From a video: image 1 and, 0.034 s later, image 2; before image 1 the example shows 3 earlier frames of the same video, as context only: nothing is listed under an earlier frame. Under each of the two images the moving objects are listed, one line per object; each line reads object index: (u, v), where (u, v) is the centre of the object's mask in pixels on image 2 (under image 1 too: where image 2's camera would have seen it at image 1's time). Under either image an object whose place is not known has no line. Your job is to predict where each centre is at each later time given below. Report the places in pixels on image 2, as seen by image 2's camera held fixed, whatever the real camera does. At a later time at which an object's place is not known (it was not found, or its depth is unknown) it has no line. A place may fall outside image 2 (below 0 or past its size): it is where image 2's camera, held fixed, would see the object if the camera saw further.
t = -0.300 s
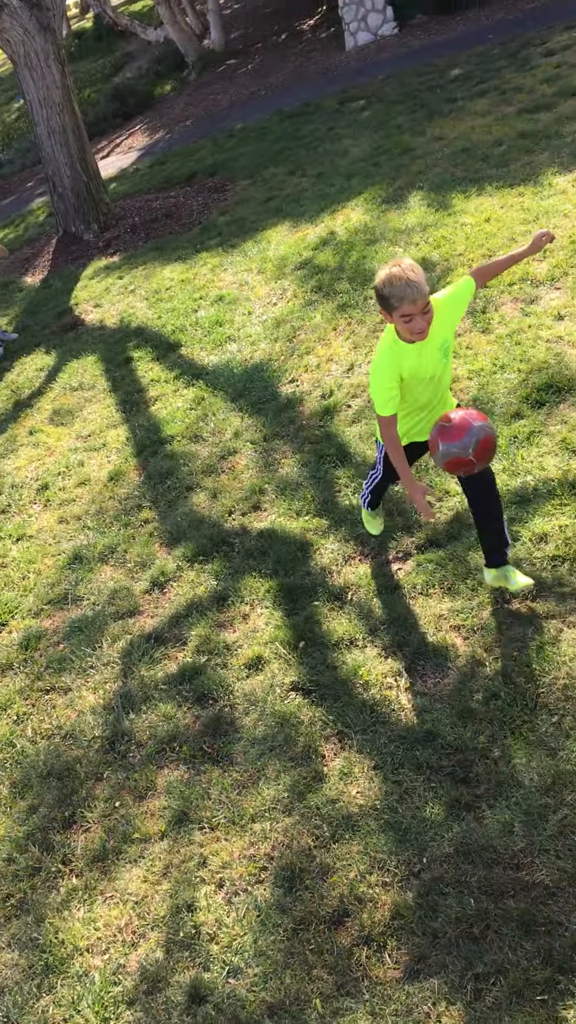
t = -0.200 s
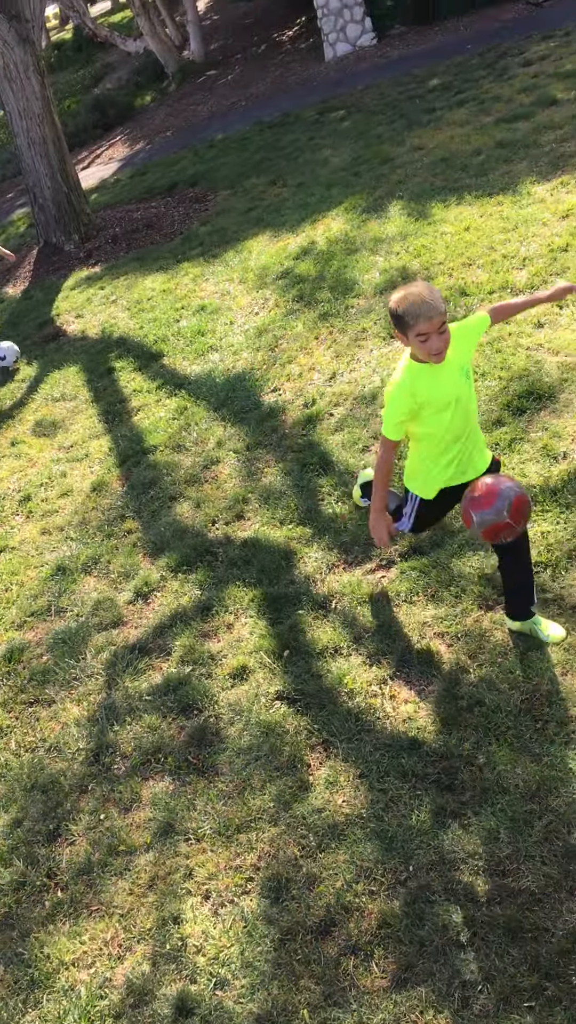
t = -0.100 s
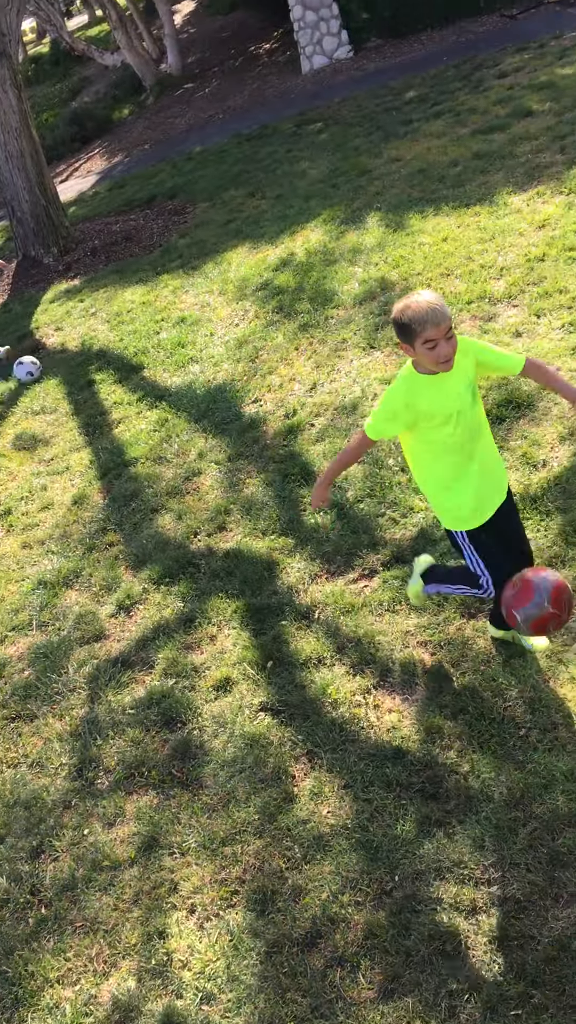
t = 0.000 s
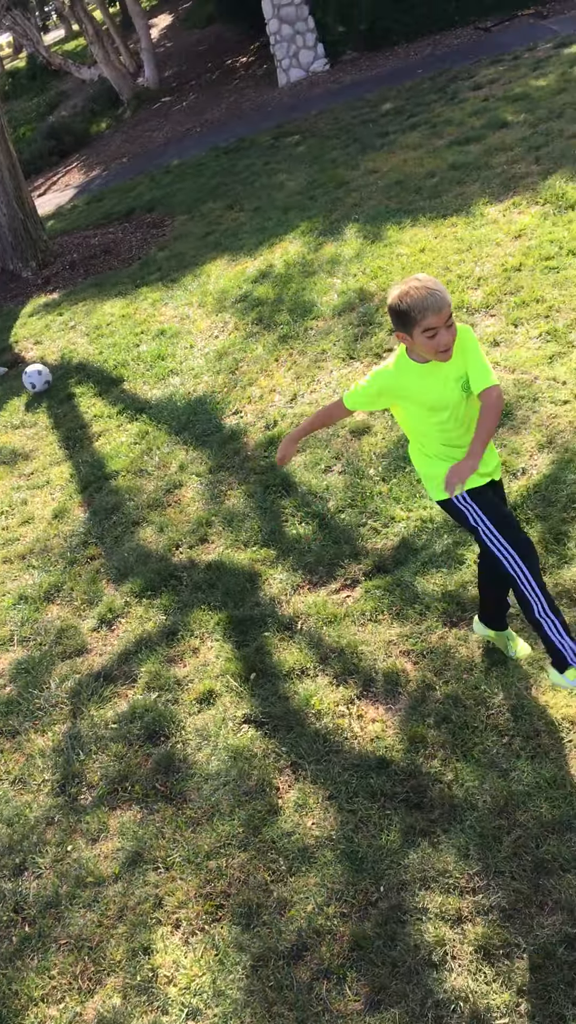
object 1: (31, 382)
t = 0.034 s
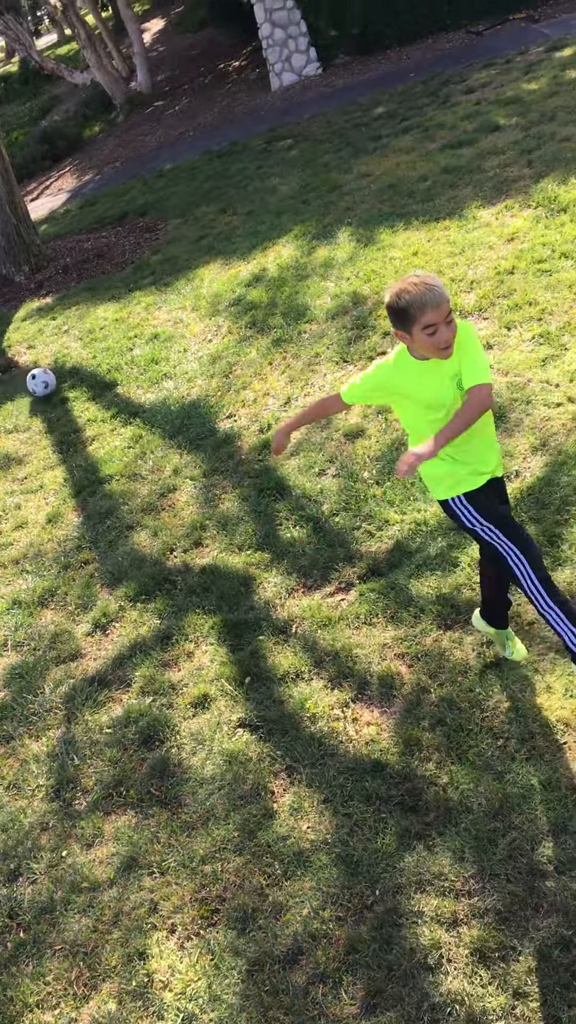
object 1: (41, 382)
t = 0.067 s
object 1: (52, 383)
